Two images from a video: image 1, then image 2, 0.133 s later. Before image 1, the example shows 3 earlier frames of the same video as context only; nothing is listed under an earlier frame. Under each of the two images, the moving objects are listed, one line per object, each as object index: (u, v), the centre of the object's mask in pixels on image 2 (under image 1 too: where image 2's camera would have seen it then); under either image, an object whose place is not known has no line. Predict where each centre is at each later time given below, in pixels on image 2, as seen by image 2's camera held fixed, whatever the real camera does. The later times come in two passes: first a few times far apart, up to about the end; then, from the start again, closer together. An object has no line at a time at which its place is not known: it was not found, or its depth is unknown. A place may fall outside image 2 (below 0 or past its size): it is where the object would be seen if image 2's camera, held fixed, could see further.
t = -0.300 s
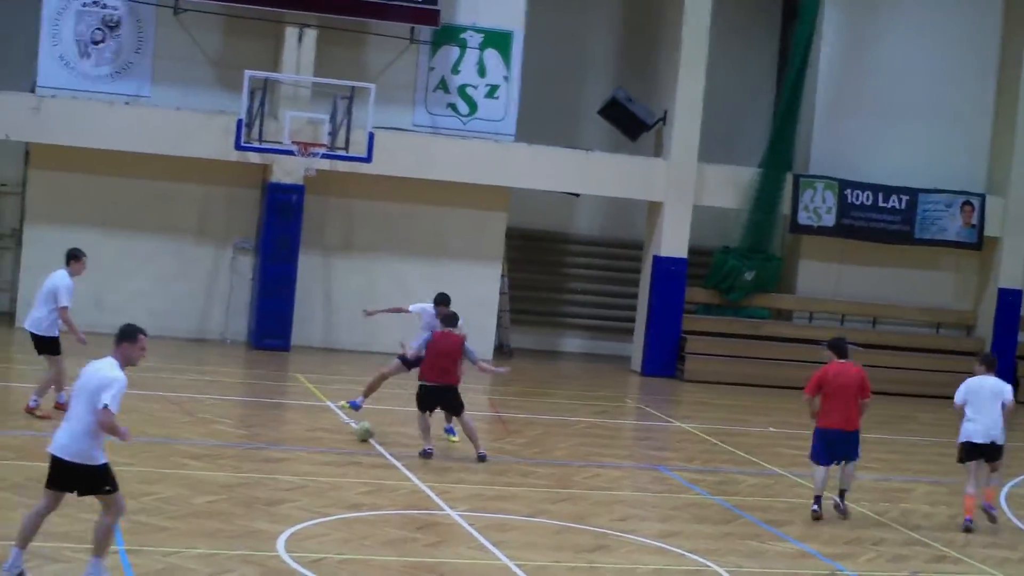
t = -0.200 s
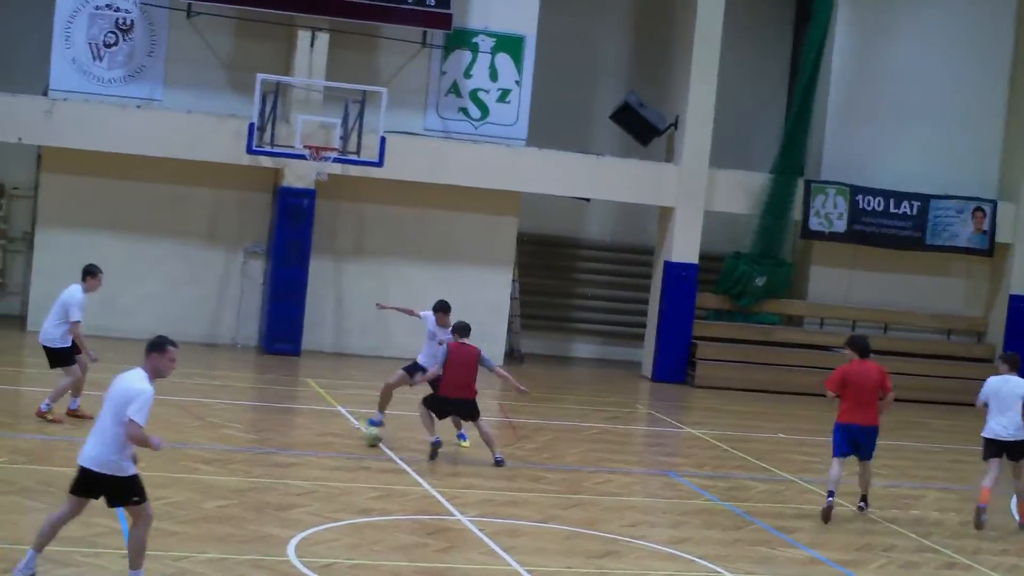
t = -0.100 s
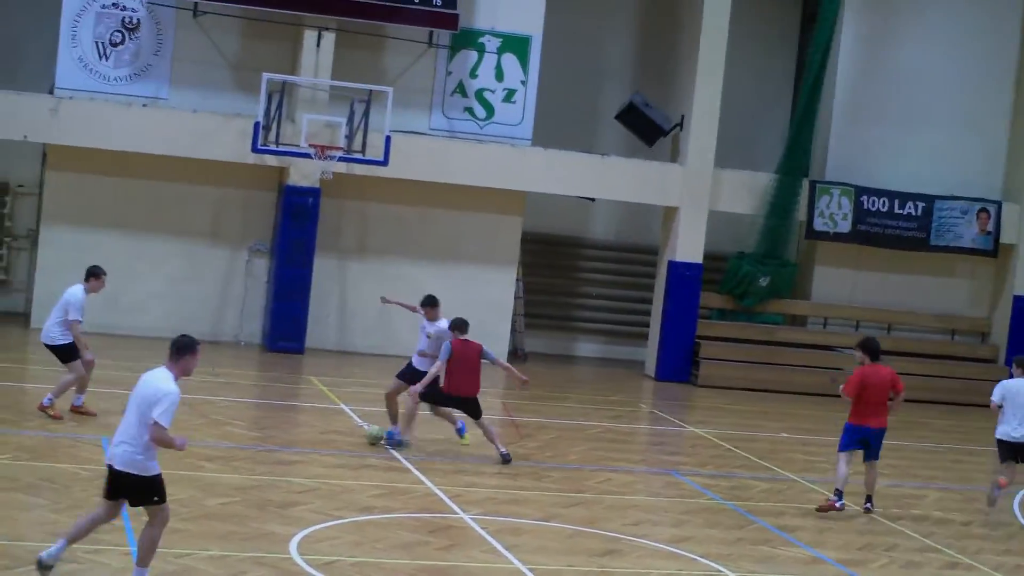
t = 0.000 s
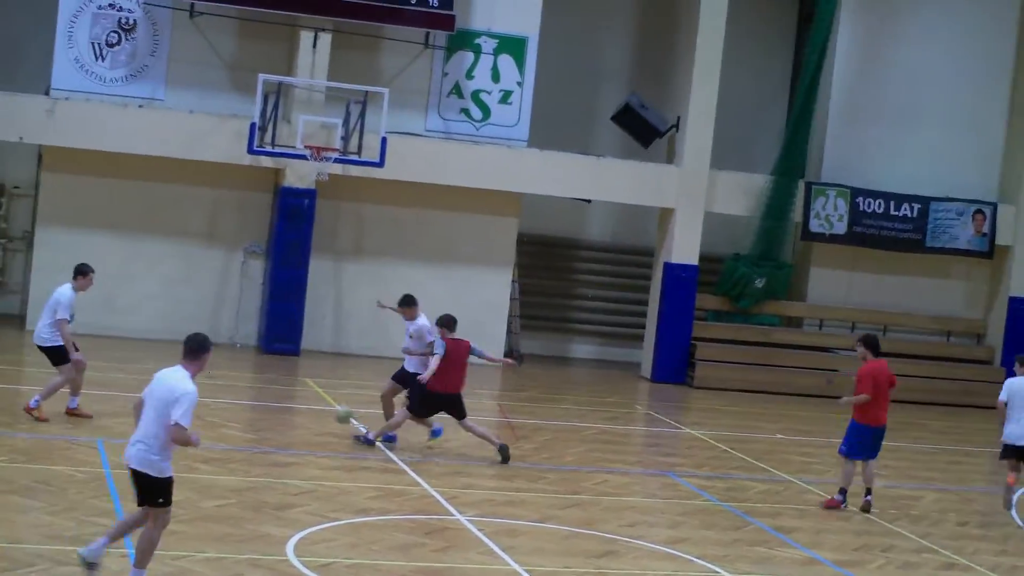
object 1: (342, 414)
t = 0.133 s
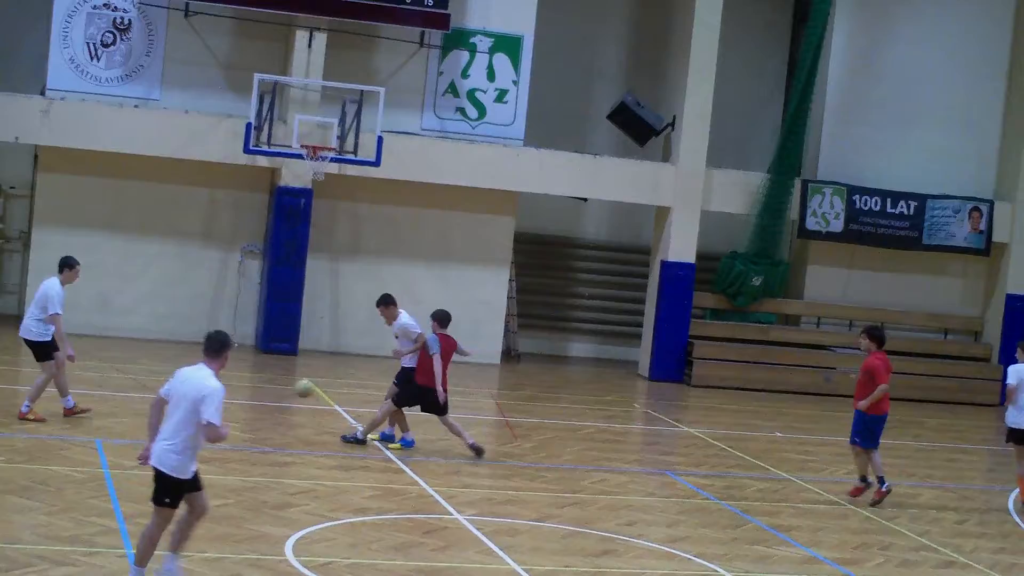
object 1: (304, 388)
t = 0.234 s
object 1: (275, 379)
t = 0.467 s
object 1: (219, 384)
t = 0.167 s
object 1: (295, 384)
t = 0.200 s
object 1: (285, 381)
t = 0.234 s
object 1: (275, 379)
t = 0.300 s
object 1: (260, 380)
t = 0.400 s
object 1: (232, 385)
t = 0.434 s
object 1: (224, 389)
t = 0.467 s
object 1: (219, 384)
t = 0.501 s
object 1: (215, 381)
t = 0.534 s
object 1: (211, 378)
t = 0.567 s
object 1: (205, 376)
